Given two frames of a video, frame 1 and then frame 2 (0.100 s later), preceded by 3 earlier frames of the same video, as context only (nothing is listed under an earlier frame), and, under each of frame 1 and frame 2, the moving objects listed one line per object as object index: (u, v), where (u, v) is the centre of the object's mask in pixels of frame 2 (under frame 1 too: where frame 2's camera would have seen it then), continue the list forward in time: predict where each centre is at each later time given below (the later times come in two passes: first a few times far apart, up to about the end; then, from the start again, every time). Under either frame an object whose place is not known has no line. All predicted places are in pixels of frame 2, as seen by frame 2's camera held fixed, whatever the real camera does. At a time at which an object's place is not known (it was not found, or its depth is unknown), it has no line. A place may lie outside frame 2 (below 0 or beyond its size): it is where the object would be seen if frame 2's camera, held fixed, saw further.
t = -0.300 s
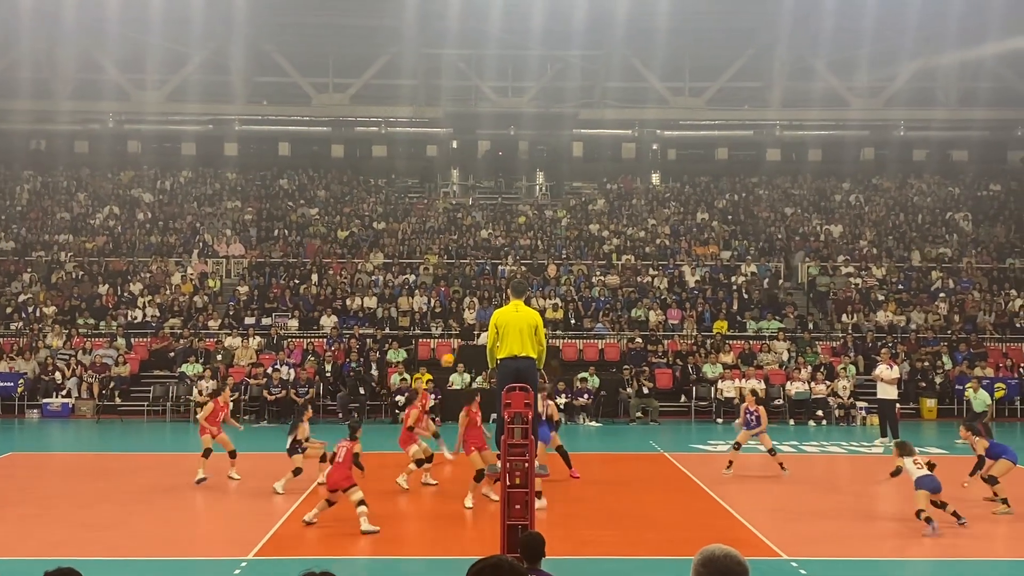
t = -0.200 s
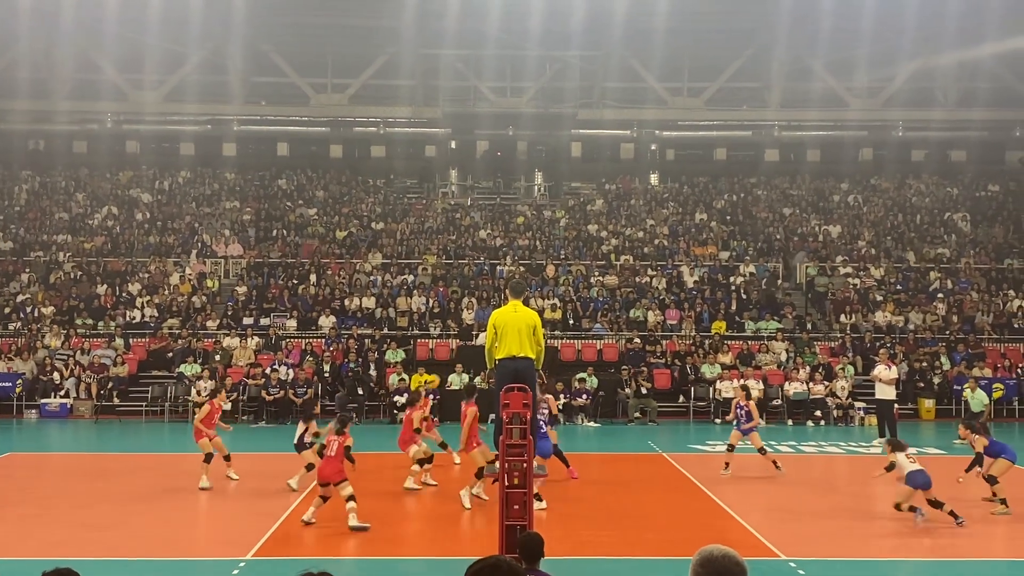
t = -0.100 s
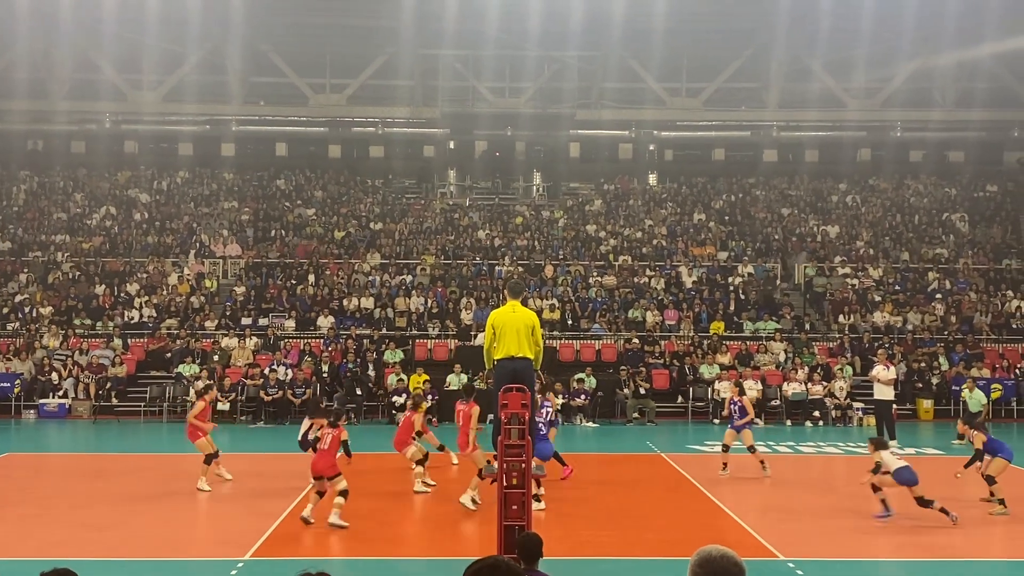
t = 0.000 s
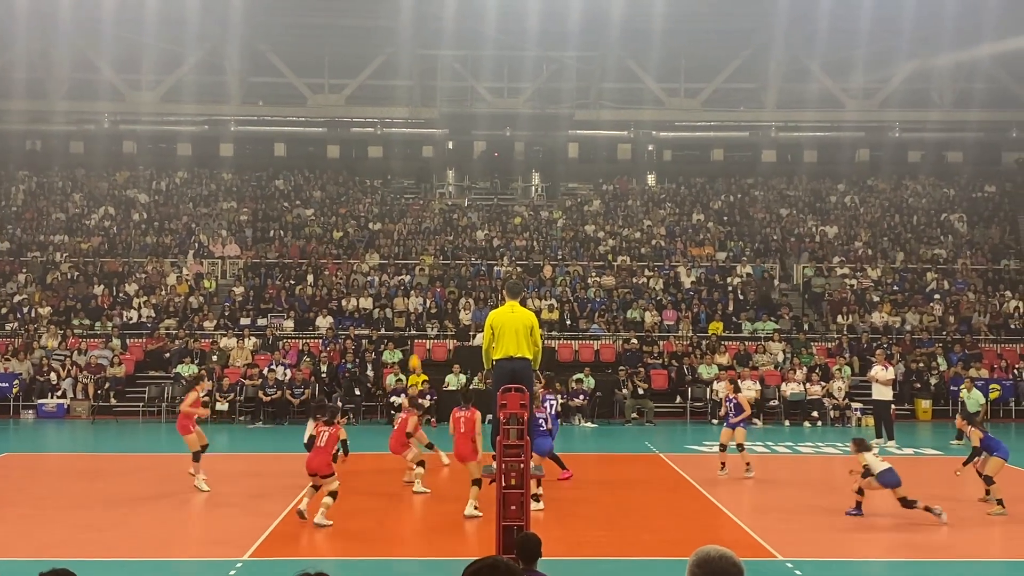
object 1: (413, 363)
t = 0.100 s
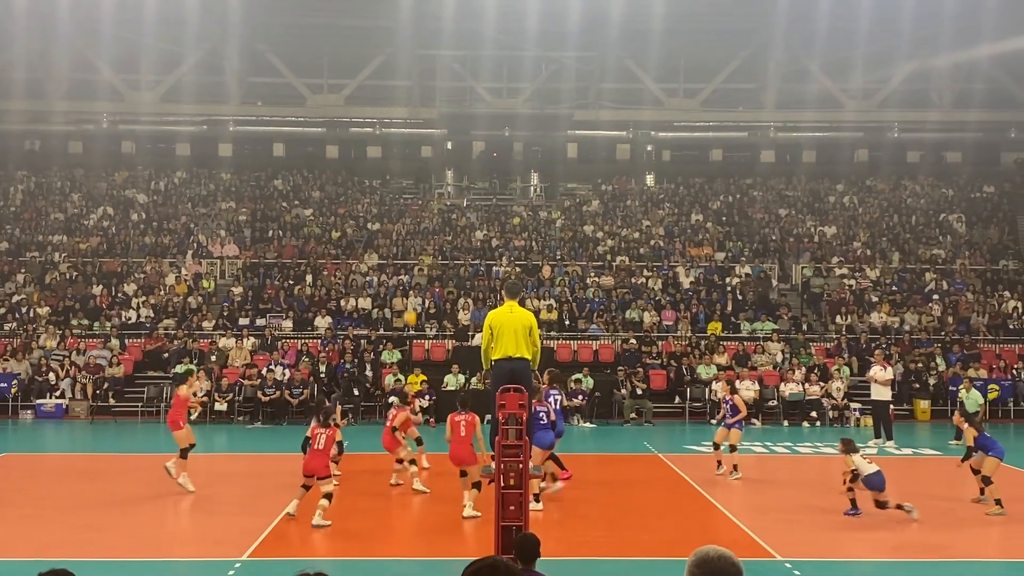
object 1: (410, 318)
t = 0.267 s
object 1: (404, 253)
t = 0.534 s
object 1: (394, 181)
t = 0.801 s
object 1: (383, 149)
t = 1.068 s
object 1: (372, 162)
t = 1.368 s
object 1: (358, 232)
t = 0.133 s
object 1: (410, 303)
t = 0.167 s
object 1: (408, 290)
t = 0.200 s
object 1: (407, 277)
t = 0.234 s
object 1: (405, 265)
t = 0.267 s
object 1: (404, 253)
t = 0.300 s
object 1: (402, 242)
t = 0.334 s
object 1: (401, 231)
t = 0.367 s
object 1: (400, 222)
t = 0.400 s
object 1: (399, 212)
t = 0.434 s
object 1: (397, 203)
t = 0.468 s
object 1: (396, 195)
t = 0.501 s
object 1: (395, 187)
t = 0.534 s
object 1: (394, 181)
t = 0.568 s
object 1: (392, 175)
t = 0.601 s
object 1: (391, 169)
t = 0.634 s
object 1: (390, 164)
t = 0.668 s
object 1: (389, 160)
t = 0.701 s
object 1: (387, 156)
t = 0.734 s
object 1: (386, 153)
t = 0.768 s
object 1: (385, 151)
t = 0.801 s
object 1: (383, 149)
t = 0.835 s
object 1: (382, 148)
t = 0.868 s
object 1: (381, 148)
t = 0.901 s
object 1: (379, 149)
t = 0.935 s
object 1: (377, 150)
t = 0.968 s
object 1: (376, 152)
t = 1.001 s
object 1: (374, 154)
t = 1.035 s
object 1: (373, 158)
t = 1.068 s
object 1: (372, 162)
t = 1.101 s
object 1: (370, 166)
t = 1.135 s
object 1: (368, 172)
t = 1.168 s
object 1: (367, 178)
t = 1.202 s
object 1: (365, 185)
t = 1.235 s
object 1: (364, 193)
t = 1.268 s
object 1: (362, 202)
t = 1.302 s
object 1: (361, 211)
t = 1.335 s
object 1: (359, 221)
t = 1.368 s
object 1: (358, 232)
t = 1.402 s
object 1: (356, 243)
